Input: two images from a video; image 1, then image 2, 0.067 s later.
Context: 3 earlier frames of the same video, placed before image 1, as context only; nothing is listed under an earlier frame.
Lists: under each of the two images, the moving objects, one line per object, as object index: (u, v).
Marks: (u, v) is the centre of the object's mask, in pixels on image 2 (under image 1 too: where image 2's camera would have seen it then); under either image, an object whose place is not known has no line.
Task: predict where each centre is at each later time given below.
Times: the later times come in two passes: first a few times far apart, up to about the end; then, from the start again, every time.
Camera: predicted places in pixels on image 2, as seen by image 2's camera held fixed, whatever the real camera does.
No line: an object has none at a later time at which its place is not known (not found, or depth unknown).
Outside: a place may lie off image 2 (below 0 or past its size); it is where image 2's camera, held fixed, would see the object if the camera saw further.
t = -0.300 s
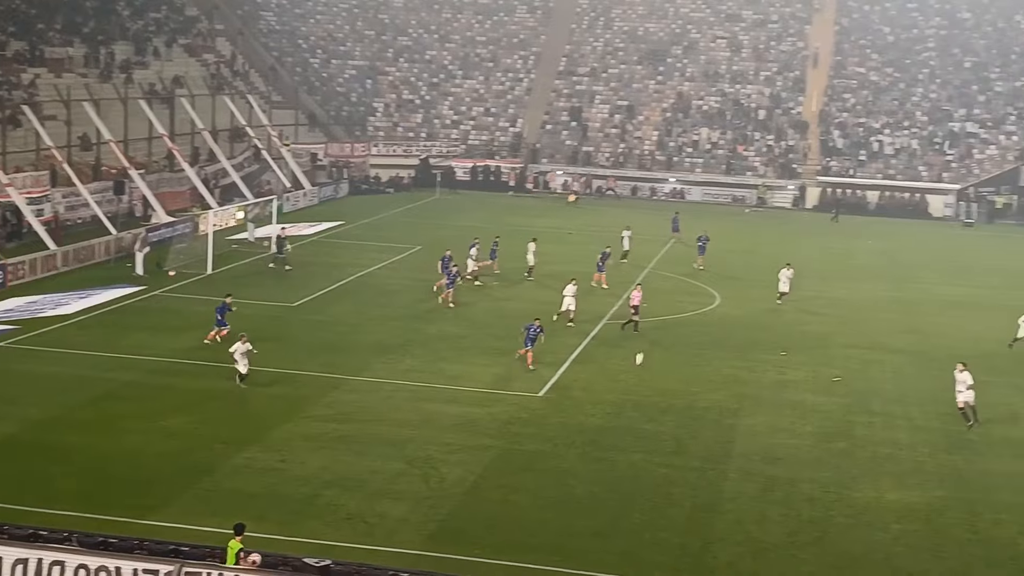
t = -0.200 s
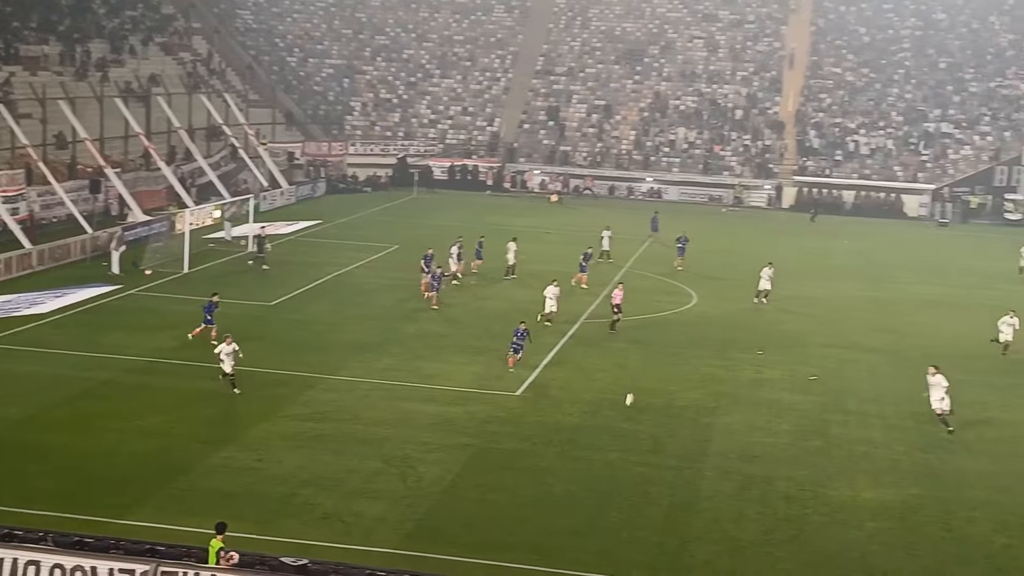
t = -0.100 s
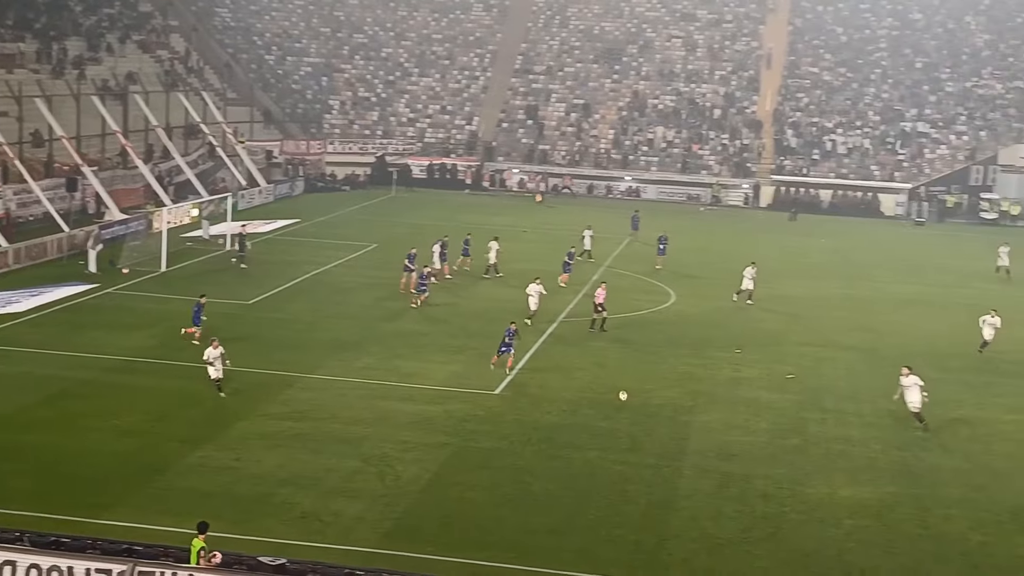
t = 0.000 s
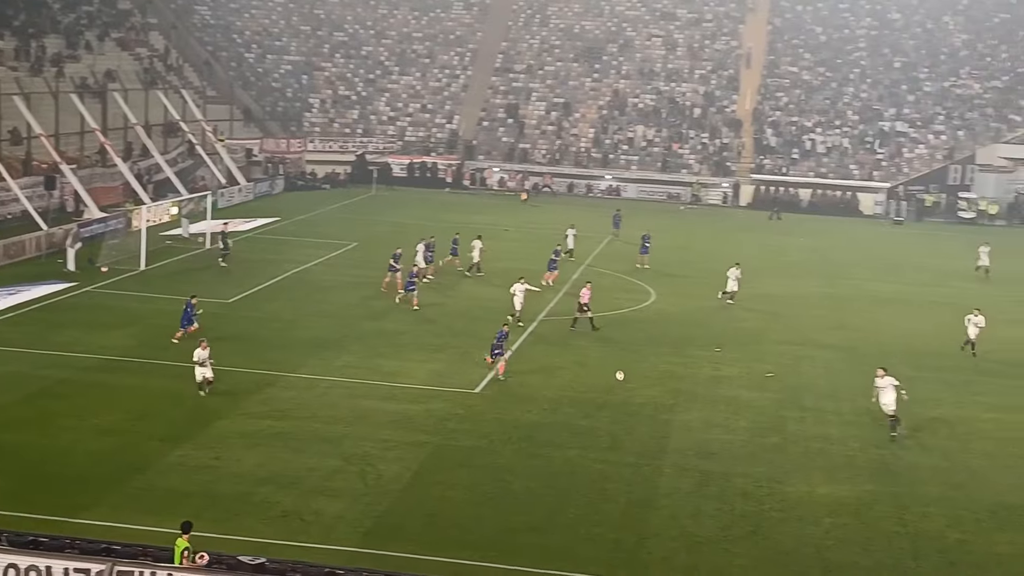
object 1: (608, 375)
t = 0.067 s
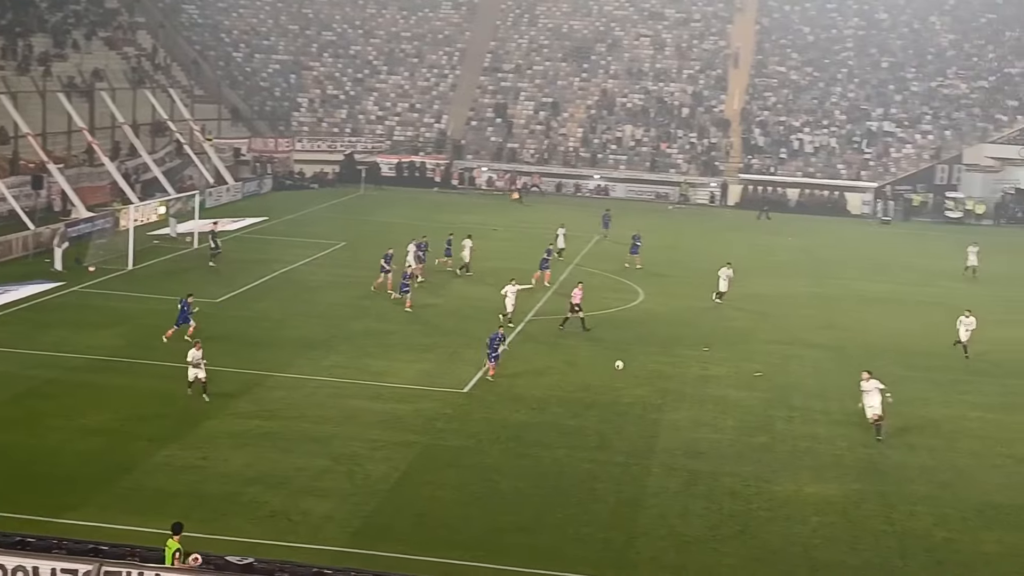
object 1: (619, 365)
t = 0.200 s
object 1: (641, 349)
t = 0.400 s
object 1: (674, 338)
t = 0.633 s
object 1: (713, 345)
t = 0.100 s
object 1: (625, 360)
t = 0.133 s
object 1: (630, 356)
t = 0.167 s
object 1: (636, 352)
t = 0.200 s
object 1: (641, 349)
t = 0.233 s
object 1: (647, 346)
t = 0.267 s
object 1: (652, 343)
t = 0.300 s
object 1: (658, 341)
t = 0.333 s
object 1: (663, 340)
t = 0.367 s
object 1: (669, 339)
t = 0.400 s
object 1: (674, 338)
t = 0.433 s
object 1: (680, 338)
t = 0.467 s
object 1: (685, 338)
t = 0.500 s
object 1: (691, 338)
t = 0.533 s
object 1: (696, 339)
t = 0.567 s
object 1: (702, 341)
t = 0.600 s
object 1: (707, 343)
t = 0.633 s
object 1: (713, 345)
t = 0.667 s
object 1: (718, 347)
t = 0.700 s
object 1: (723, 351)
